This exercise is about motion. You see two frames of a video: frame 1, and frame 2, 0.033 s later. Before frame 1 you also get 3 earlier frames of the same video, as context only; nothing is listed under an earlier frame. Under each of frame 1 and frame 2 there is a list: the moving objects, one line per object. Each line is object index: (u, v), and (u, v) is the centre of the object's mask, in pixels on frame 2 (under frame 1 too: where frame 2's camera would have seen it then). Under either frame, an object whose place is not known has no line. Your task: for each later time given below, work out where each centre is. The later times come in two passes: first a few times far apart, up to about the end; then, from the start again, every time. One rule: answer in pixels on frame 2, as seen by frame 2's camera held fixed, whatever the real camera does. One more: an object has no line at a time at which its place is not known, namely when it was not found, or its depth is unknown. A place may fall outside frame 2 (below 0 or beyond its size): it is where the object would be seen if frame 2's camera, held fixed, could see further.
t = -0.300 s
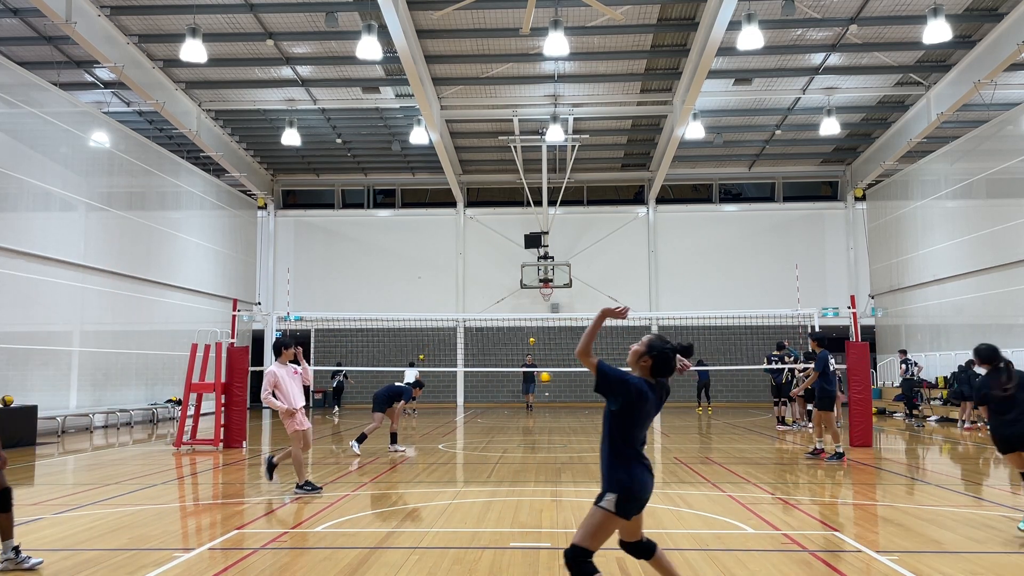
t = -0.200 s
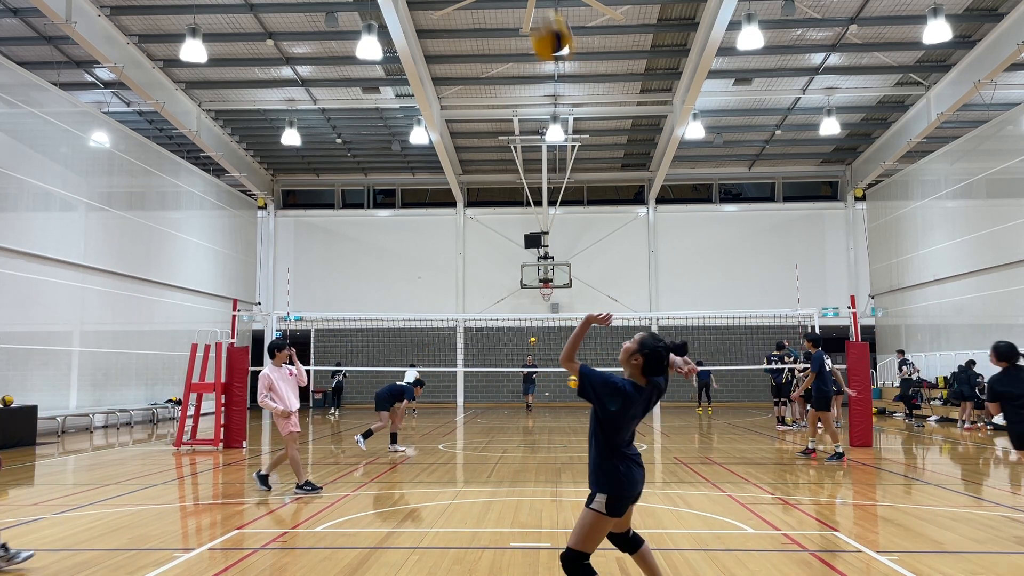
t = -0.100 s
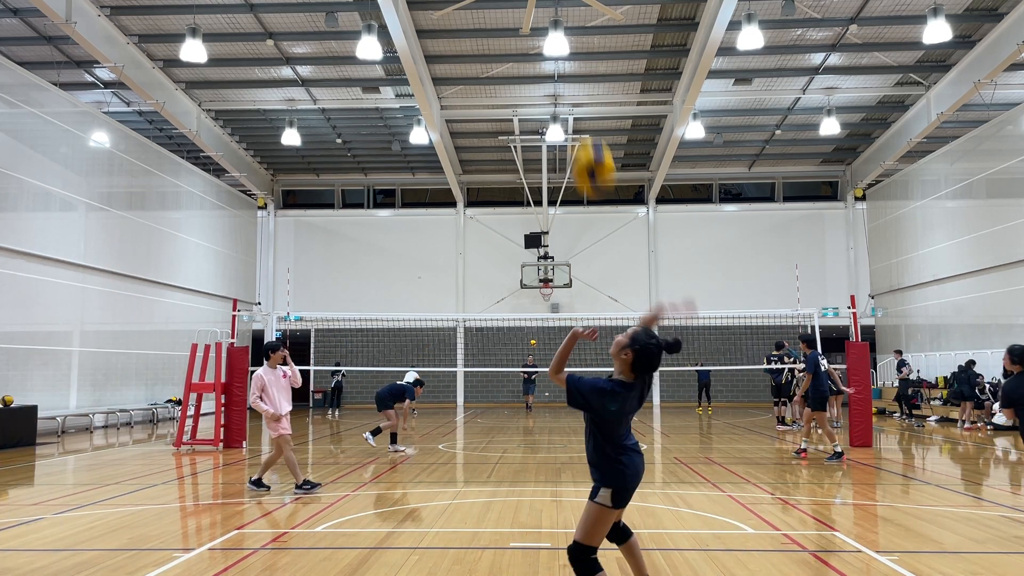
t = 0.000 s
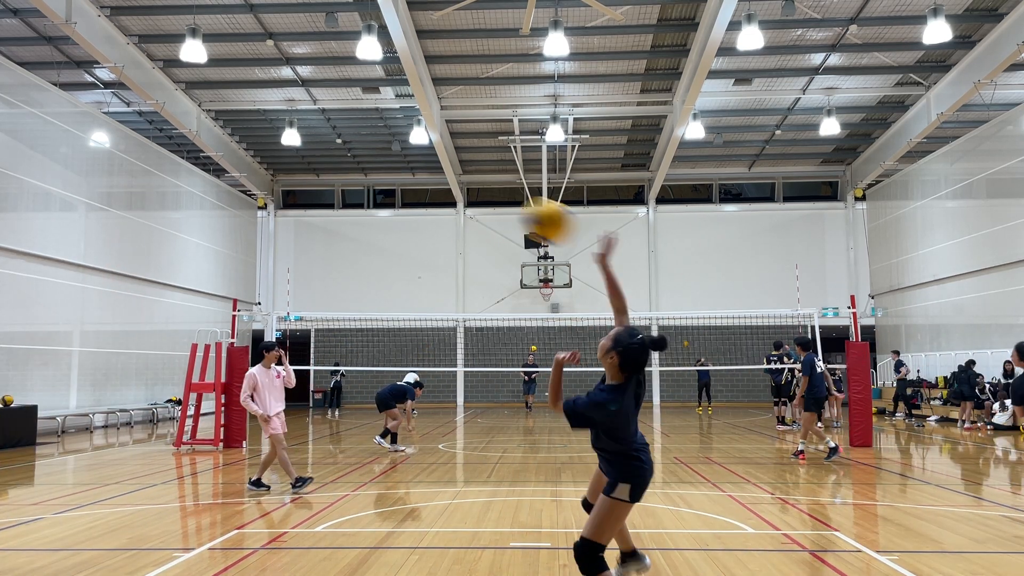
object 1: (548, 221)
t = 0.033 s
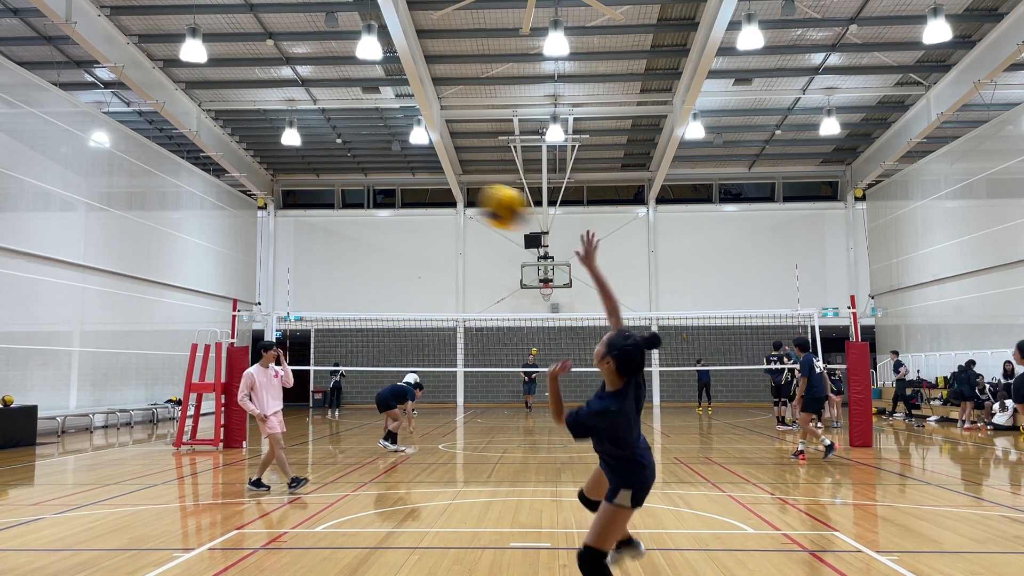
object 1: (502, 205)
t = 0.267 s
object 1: (224, 174)
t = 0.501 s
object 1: (7, 242)
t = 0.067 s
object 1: (463, 195)
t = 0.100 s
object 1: (418, 187)
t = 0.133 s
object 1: (378, 180)
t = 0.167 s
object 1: (341, 174)
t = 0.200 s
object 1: (300, 172)
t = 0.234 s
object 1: (264, 172)
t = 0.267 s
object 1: (224, 174)
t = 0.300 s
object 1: (189, 179)
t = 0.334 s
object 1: (155, 184)
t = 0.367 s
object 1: (122, 191)
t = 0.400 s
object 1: (88, 202)
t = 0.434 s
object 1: (56, 213)
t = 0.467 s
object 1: (25, 227)
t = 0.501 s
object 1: (7, 242)
